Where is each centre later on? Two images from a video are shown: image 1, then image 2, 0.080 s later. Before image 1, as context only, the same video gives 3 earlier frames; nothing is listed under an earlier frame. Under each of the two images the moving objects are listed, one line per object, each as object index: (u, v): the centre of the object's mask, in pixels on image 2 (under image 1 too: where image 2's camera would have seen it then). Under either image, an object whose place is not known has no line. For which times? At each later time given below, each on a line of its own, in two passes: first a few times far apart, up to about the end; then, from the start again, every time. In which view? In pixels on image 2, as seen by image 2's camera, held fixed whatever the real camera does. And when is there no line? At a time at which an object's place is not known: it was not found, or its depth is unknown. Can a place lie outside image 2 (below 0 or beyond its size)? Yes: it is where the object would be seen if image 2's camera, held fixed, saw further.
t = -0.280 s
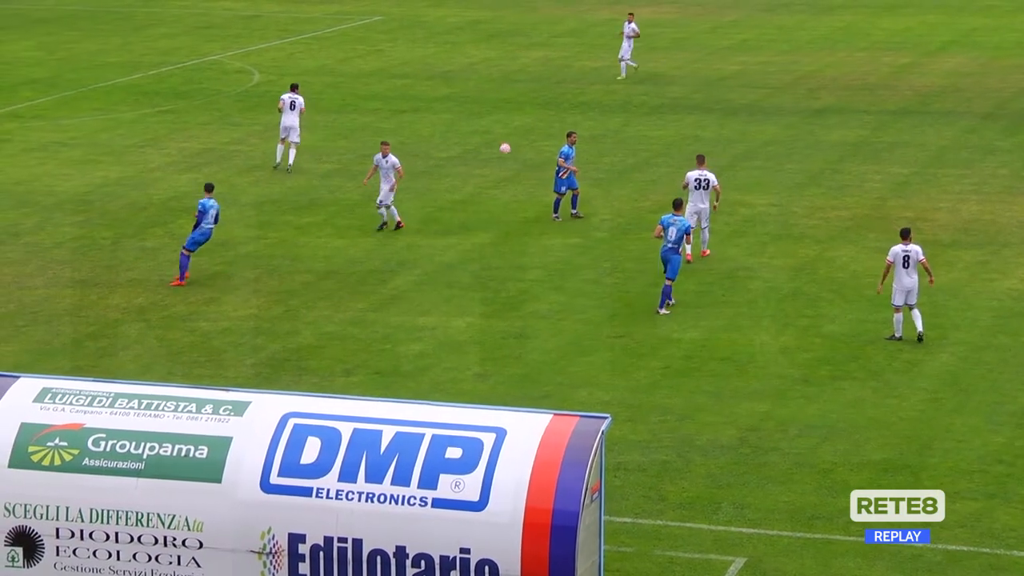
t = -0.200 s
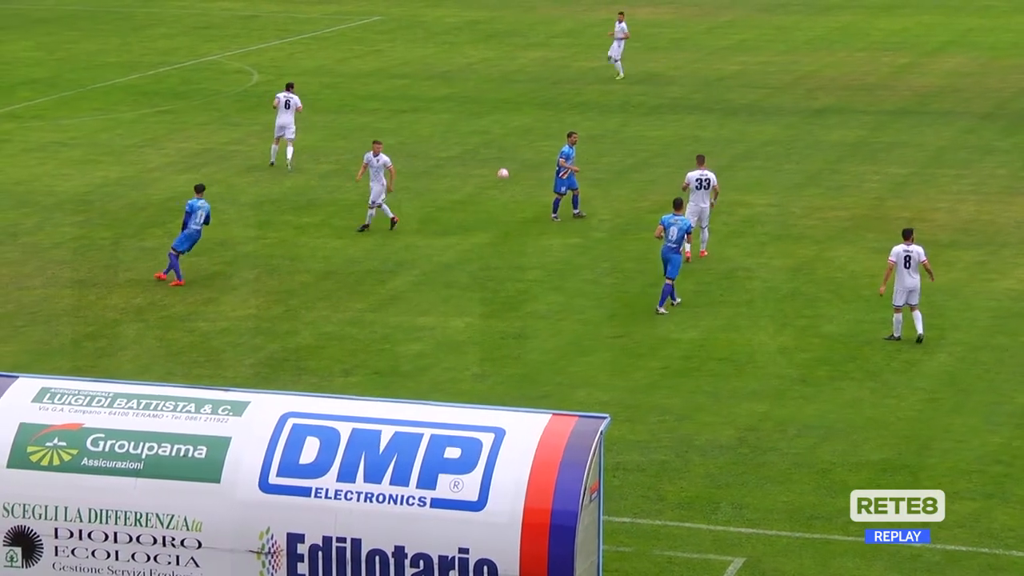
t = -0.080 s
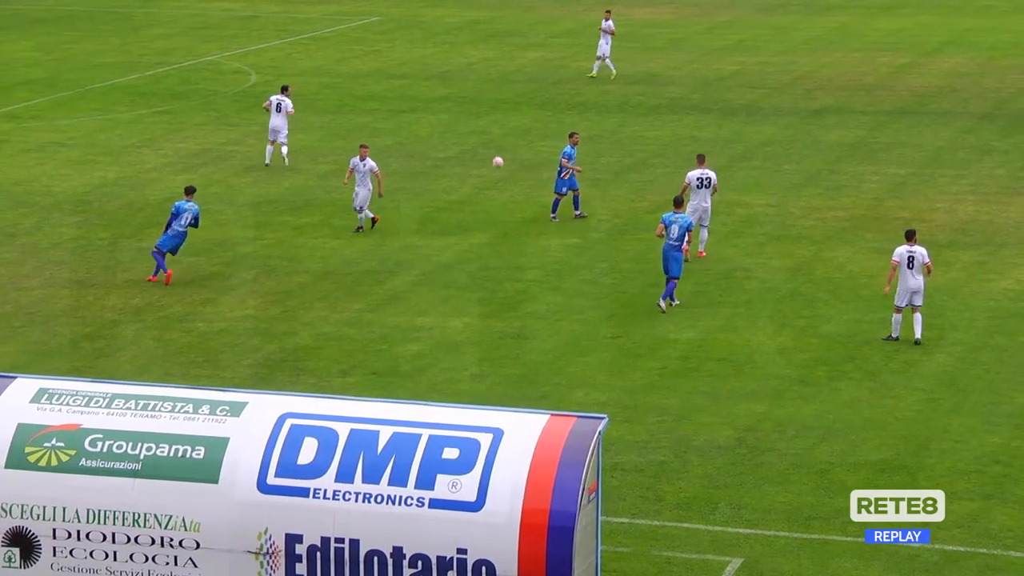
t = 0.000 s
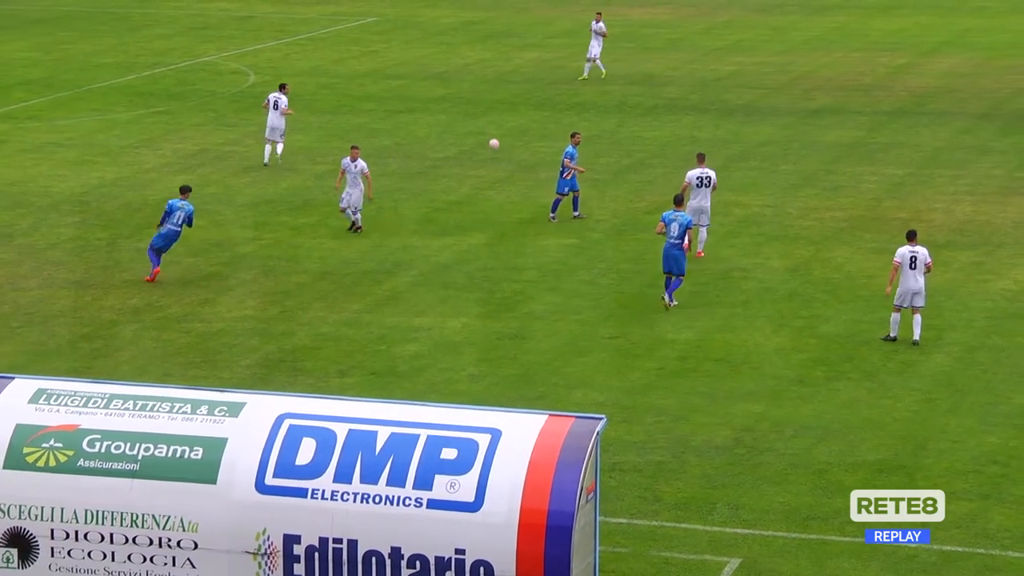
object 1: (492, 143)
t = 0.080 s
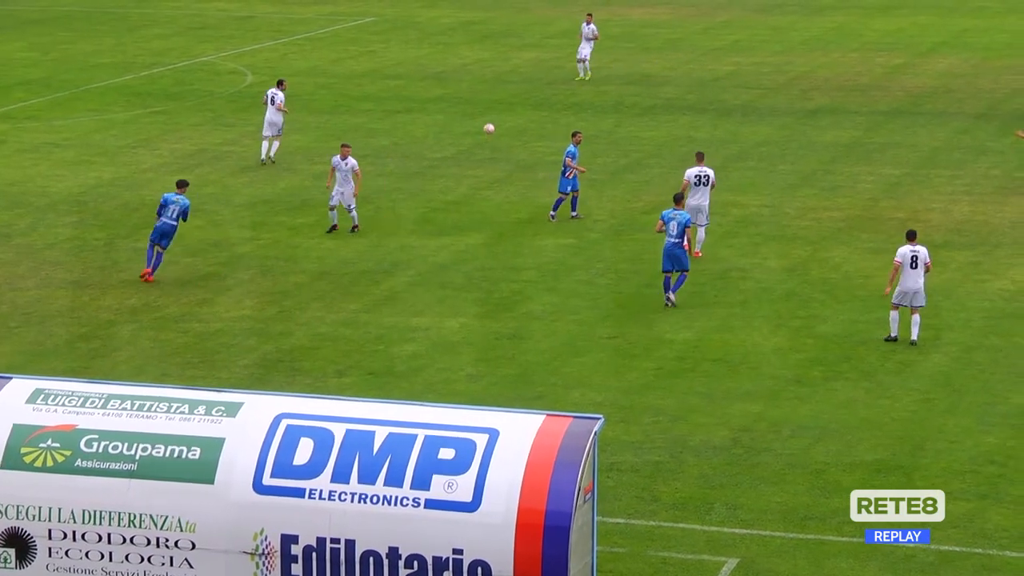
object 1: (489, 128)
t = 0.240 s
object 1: (484, 107)
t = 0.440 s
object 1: (479, 97)
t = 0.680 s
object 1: (473, 110)
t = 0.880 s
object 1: (469, 141)
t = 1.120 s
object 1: (464, 154)
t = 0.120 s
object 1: (488, 122)
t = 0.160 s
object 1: (486, 116)
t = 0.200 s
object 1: (486, 111)
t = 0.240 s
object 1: (484, 107)
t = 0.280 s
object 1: (483, 103)
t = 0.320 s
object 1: (481, 101)
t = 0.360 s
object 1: (481, 99)
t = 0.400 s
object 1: (479, 98)
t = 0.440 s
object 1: (479, 97)
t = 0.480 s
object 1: (478, 97)
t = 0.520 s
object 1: (477, 99)
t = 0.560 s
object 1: (476, 100)
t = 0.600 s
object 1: (475, 103)
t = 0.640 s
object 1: (474, 106)
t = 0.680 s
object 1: (473, 110)
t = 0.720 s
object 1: (471, 115)
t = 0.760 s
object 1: (471, 120)
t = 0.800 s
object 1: (470, 127)
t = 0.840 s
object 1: (469, 134)
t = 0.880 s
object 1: (469, 141)
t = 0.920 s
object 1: (468, 150)
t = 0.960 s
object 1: (467, 159)
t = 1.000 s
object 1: (466, 169)
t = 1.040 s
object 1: (466, 168)
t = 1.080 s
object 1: (465, 160)
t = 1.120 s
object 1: (464, 154)
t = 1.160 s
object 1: (464, 148)
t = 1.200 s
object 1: (464, 144)
